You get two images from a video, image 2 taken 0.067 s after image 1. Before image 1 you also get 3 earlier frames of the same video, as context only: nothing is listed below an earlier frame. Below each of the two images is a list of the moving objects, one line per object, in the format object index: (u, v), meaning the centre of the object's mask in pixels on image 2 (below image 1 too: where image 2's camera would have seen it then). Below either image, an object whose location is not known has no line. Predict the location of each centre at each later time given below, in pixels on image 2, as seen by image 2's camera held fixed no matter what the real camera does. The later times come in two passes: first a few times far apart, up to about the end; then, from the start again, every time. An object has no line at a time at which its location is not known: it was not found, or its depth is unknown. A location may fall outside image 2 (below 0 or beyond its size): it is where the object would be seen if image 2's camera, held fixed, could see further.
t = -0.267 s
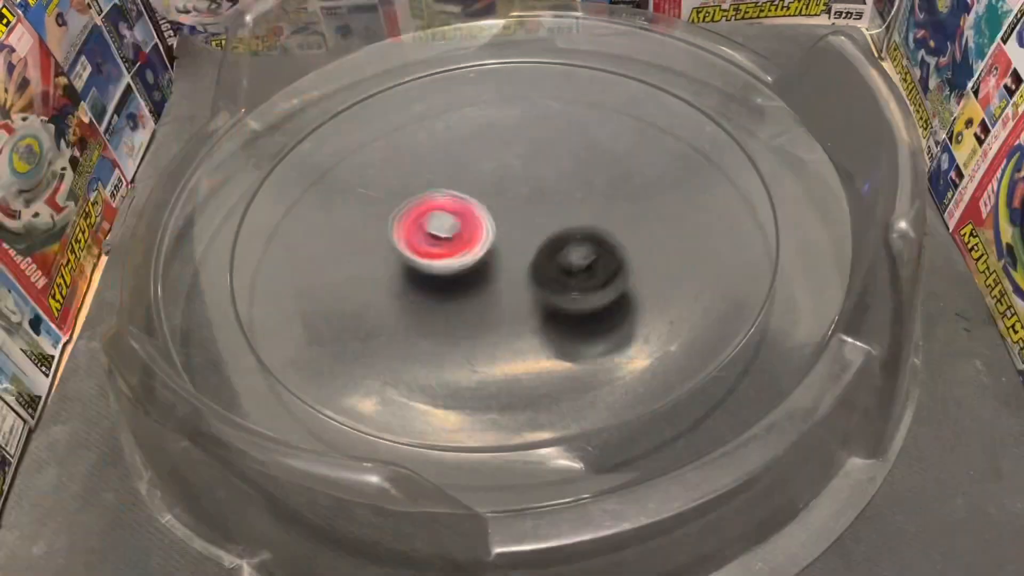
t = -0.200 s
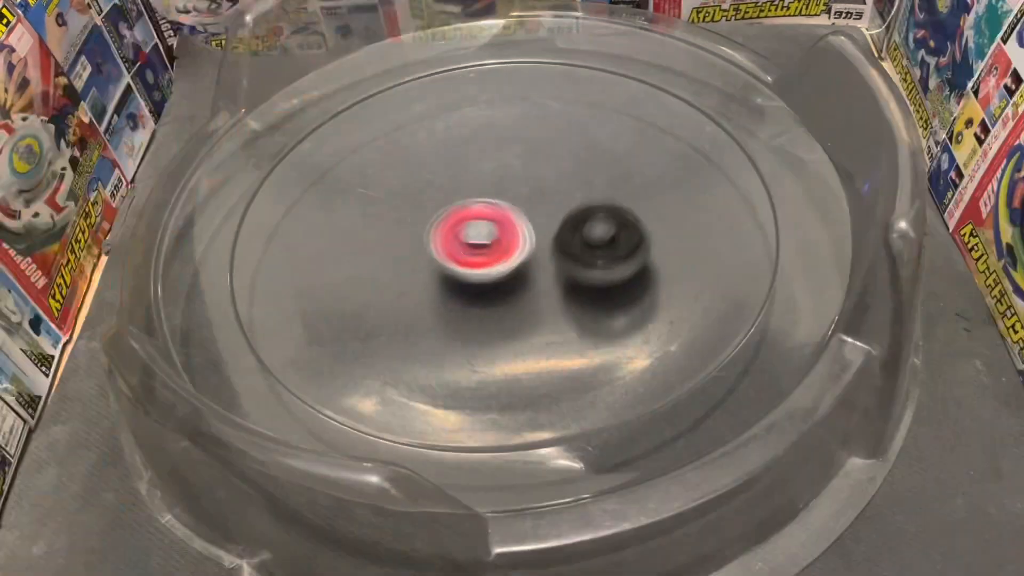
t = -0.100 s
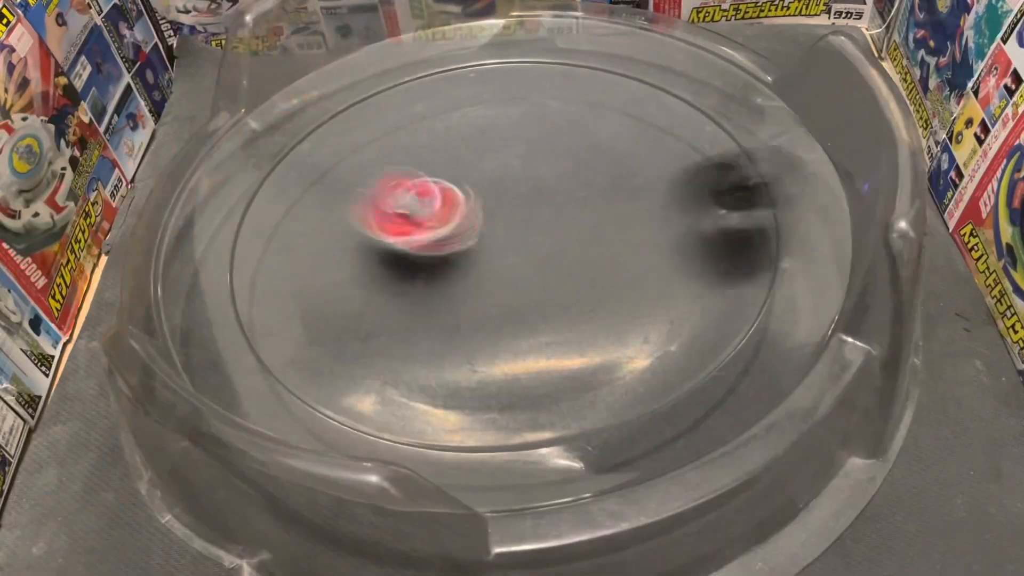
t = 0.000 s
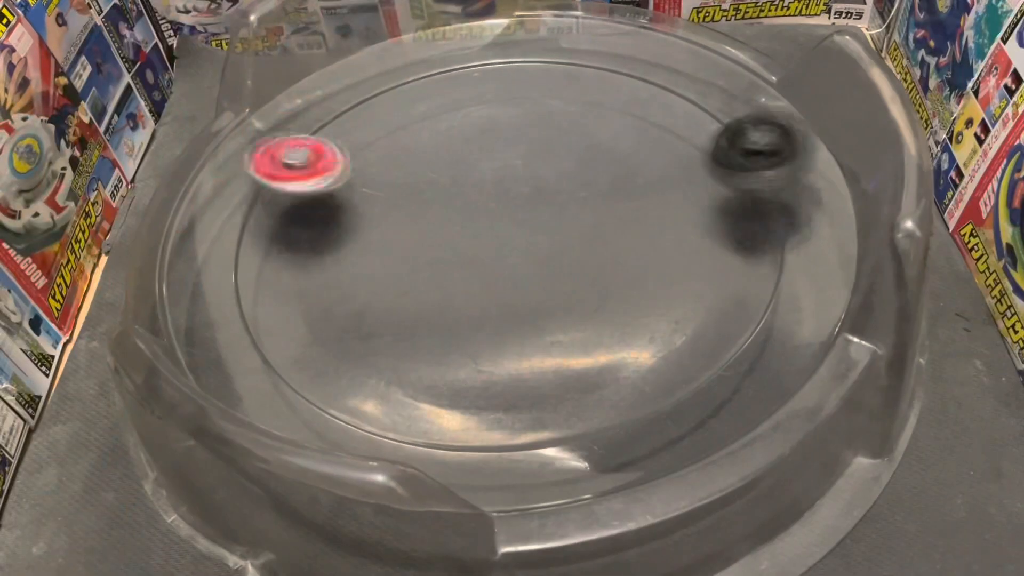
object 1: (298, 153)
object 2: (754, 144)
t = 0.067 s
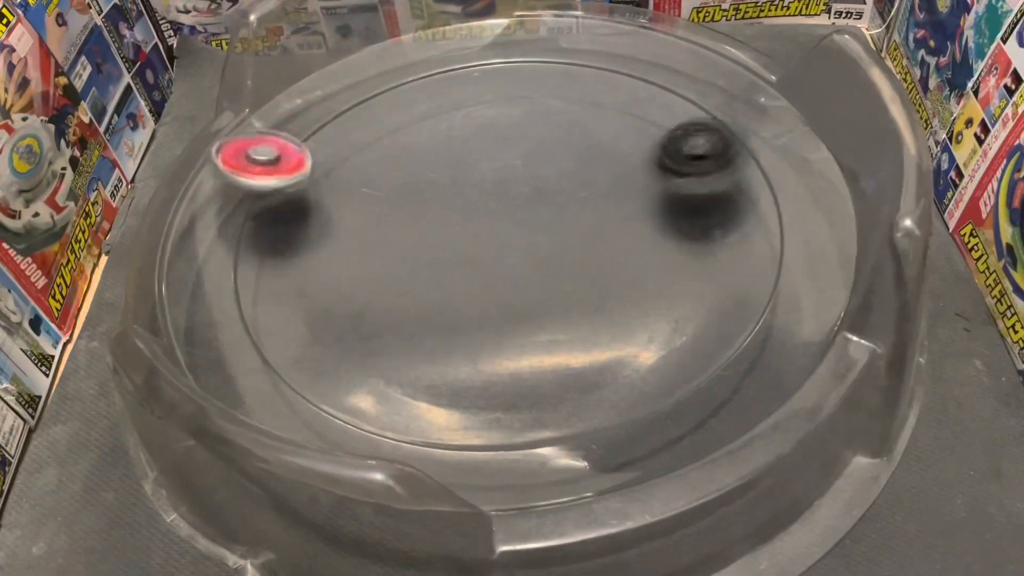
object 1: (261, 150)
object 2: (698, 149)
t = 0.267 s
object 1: (286, 194)
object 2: (546, 166)
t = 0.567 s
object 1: (350, 241)
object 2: (506, 157)
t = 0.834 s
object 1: (488, 249)
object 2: (508, 142)
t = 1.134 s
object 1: (609, 212)
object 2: (526, 170)
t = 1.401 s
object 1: (677, 208)
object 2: (543, 215)
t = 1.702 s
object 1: (679, 204)
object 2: (421, 247)
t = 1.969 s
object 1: (594, 199)
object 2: (395, 245)
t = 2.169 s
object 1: (531, 203)
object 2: (413, 237)
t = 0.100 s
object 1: (264, 165)
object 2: (670, 155)
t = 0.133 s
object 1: (267, 171)
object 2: (642, 158)
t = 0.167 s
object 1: (270, 178)
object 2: (613, 161)
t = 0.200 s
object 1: (273, 183)
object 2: (588, 163)
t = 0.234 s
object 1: (280, 189)
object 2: (565, 165)
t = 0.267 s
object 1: (286, 194)
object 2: (546, 166)
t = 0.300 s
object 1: (297, 199)
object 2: (527, 168)
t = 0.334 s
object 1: (308, 203)
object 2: (511, 169)
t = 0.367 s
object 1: (323, 208)
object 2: (495, 171)
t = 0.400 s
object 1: (343, 209)
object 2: (477, 174)
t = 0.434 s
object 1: (363, 210)
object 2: (464, 175)
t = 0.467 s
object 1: (372, 213)
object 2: (456, 174)
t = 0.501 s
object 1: (355, 224)
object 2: (479, 162)
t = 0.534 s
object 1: (347, 233)
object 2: (496, 157)
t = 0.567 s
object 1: (350, 241)
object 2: (506, 157)
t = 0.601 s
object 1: (361, 253)
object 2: (507, 159)
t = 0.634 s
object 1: (377, 260)
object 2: (508, 158)
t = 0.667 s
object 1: (395, 260)
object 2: (507, 156)
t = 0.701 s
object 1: (414, 261)
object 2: (507, 153)
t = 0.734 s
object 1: (434, 260)
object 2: (507, 148)
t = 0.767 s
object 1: (452, 258)
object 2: (508, 145)
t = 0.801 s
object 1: (470, 255)
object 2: (508, 142)
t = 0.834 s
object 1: (488, 249)
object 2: (508, 142)
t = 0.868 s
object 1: (505, 243)
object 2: (507, 143)
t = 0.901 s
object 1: (521, 236)
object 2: (506, 146)
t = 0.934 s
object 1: (535, 228)
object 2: (507, 150)
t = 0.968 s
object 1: (550, 220)
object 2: (508, 156)
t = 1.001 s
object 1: (564, 211)
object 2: (510, 163)
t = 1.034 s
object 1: (575, 203)
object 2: (511, 172)
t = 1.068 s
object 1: (589, 214)
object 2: (516, 167)
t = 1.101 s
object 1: (599, 212)
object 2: (520, 166)
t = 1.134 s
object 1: (609, 212)
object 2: (526, 170)
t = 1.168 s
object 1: (619, 214)
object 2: (531, 176)
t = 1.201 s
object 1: (631, 213)
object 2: (535, 179)
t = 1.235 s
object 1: (643, 213)
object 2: (539, 185)
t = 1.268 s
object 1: (653, 214)
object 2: (540, 193)
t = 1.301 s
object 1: (664, 211)
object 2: (542, 197)
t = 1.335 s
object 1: (670, 211)
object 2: (545, 205)
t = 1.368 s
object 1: (676, 210)
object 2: (543, 210)
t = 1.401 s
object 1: (677, 208)
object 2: (543, 215)
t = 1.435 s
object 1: (676, 206)
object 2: (541, 224)
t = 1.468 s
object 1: (670, 207)
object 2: (539, 228)
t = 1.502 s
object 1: (661, 207)
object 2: (537, 233)
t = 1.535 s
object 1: (649, 208)
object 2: (531, 241)
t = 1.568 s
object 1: (634, 210)
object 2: (526, 244)
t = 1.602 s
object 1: (641, 215)
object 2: (504, 249)
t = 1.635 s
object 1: (664, 209)
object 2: (469, 246)
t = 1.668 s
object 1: (674, 207)
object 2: (437, 247)
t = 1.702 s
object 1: (679, 204)
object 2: (421, 247)
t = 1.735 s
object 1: (677, 200)
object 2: (411, 246)
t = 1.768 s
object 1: (671, 197)
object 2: (406, 245)
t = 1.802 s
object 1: (662, 196)
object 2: (404, 246)
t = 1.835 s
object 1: (649, 194)
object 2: (398, 247)
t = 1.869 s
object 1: (636, 195)
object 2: (394, 246)
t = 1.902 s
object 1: (620, 195)
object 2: (393, 245)
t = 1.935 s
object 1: (608, 197)
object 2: (396, 245)
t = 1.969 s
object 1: (594, 199)
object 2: (395, 245)
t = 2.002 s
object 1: (578, 201)
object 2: (399, 245)
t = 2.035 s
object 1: (565, 202)
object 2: (402, 245)
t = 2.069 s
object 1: (549, 202)
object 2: (409, 246)
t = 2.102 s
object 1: (537, 203)
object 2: (415, 250)
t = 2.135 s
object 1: (523, 202)
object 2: (424, 248)
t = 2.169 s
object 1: (531, 203)
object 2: (413, 237)
